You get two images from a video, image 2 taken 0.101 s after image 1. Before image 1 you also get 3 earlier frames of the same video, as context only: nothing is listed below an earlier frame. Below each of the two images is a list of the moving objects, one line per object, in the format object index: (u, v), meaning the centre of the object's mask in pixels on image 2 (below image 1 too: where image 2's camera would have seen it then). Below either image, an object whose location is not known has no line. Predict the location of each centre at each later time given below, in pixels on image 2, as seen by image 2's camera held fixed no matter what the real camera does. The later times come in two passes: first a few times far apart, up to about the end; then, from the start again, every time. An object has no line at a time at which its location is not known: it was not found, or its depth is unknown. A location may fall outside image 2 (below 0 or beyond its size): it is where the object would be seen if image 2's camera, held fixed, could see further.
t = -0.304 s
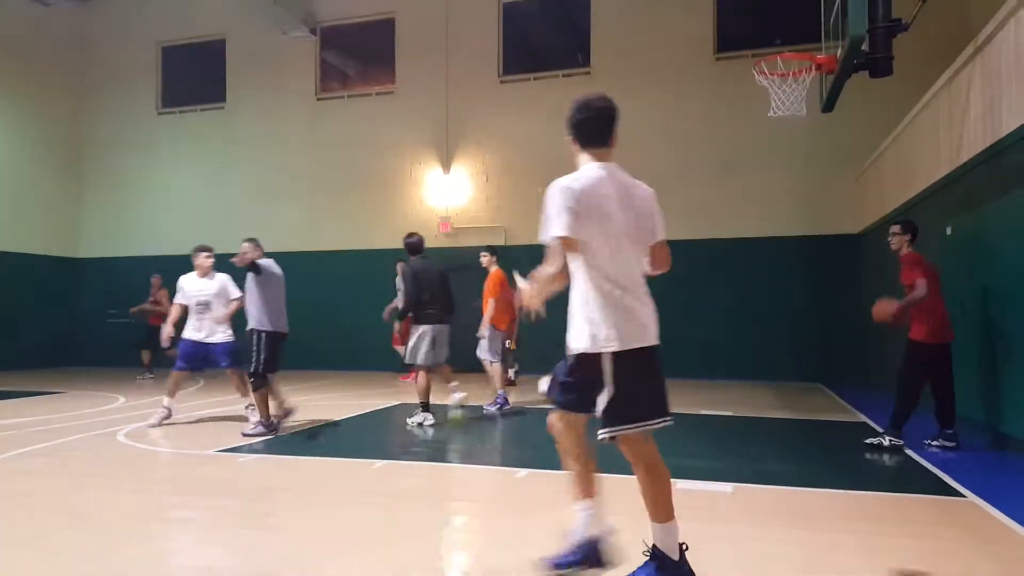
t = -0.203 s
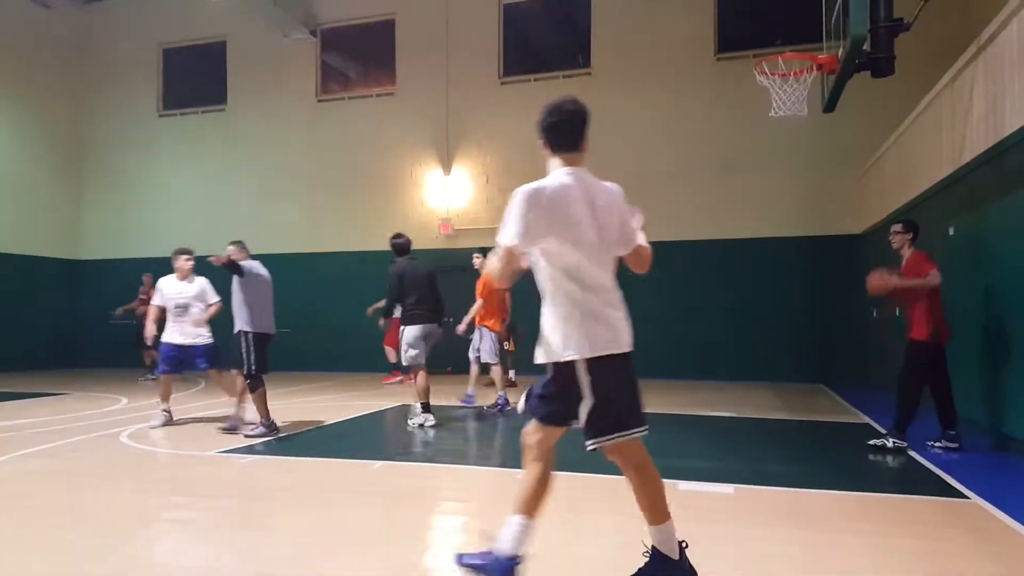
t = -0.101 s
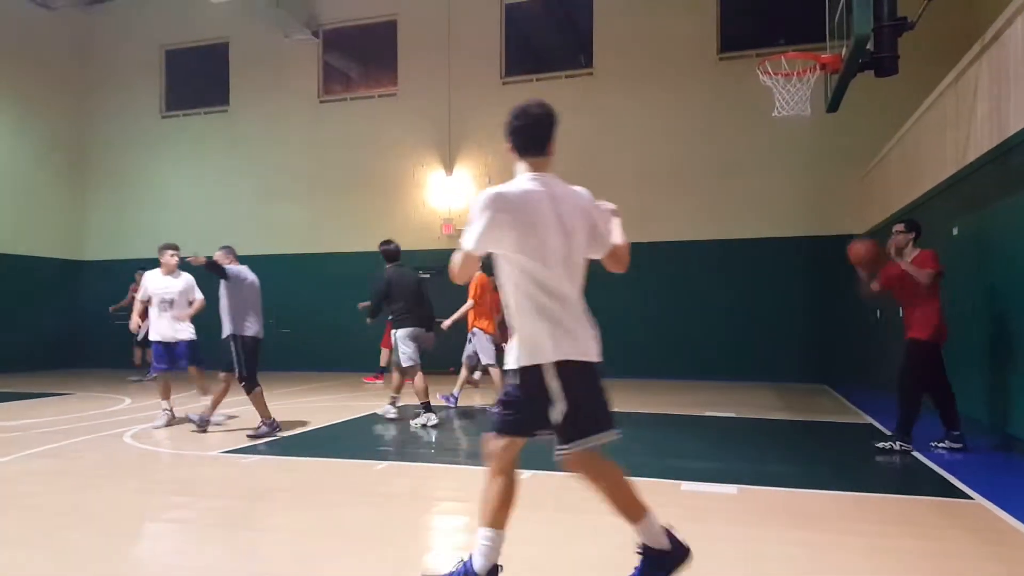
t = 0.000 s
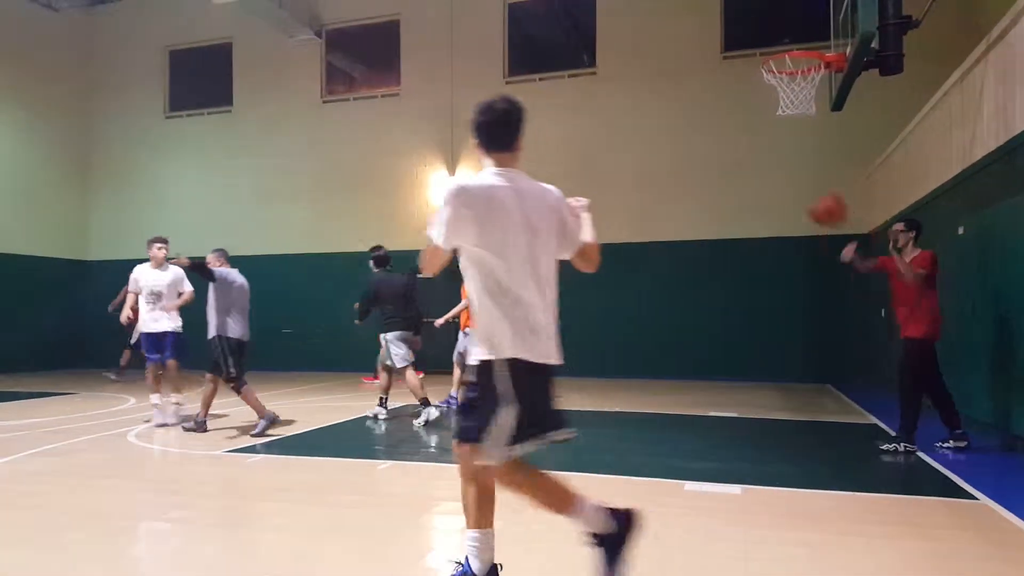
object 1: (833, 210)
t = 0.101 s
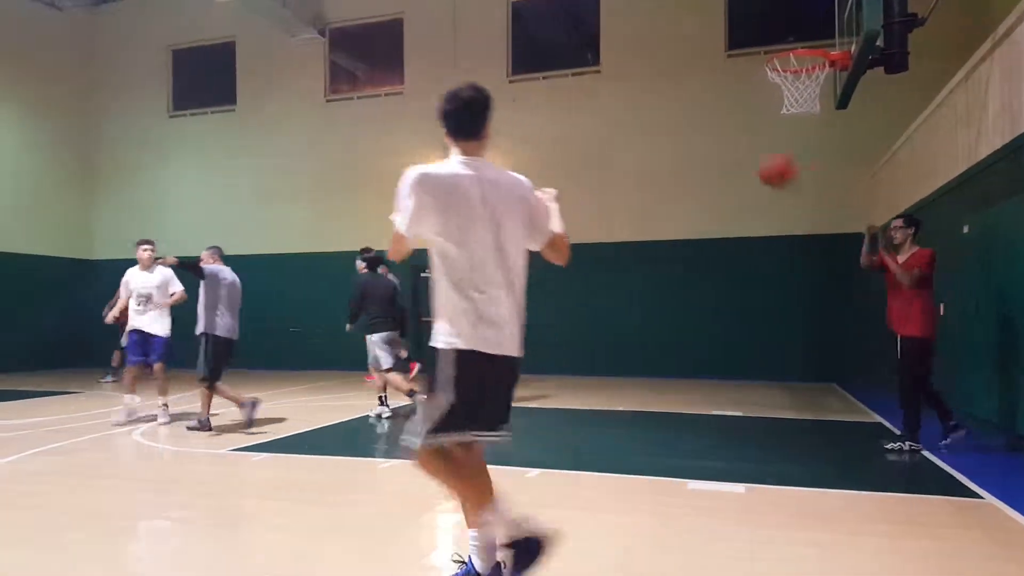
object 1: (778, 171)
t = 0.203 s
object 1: (713, 141)
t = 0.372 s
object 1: (576, 120)
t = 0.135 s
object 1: (757, 160)
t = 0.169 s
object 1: (735, 150)
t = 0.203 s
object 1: (713, 141)
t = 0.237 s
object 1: (688, 133)
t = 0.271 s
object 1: (663, 127)
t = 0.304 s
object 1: (635, 123)
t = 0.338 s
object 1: (607, 120)
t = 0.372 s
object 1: (576, 120)
